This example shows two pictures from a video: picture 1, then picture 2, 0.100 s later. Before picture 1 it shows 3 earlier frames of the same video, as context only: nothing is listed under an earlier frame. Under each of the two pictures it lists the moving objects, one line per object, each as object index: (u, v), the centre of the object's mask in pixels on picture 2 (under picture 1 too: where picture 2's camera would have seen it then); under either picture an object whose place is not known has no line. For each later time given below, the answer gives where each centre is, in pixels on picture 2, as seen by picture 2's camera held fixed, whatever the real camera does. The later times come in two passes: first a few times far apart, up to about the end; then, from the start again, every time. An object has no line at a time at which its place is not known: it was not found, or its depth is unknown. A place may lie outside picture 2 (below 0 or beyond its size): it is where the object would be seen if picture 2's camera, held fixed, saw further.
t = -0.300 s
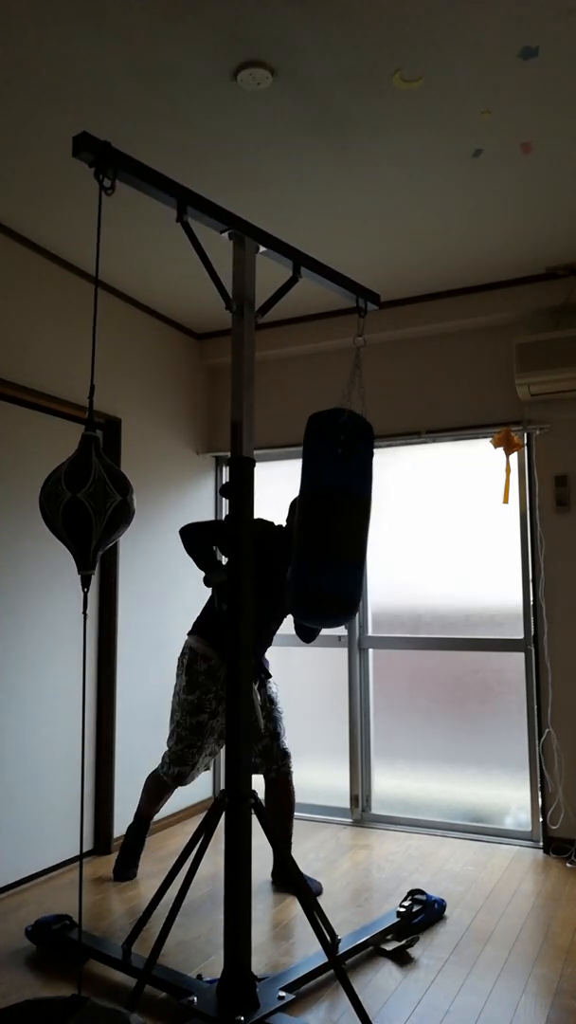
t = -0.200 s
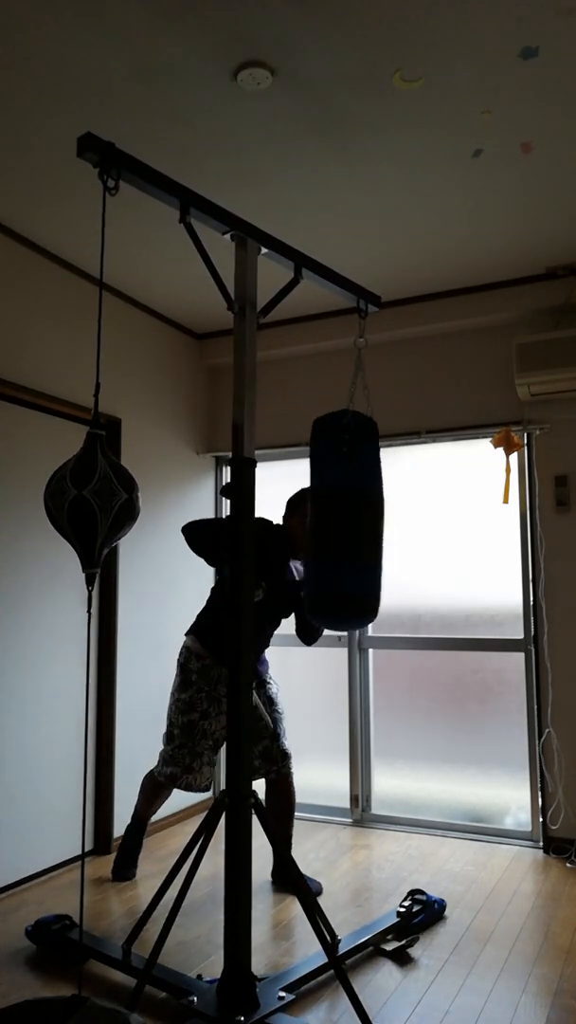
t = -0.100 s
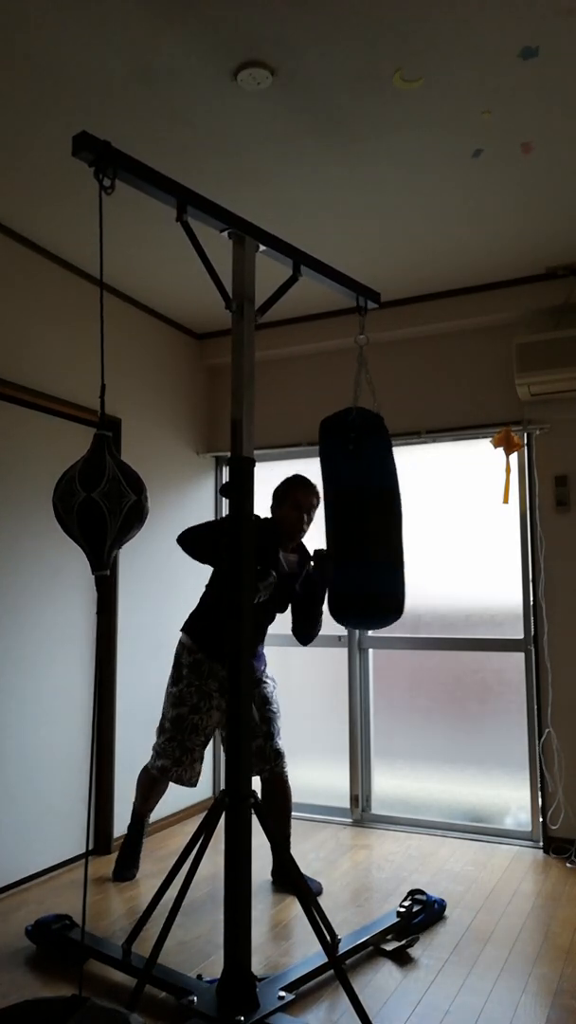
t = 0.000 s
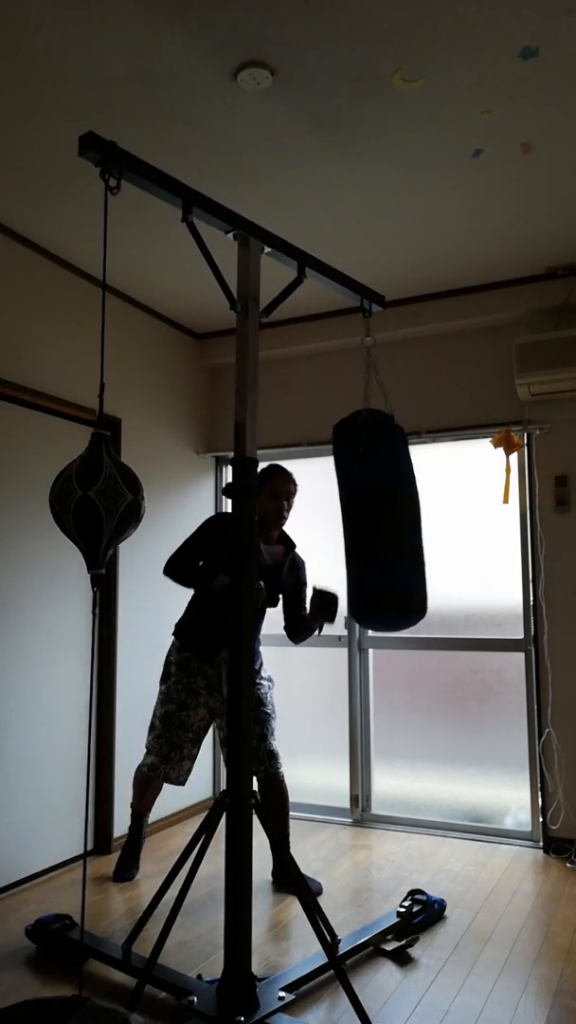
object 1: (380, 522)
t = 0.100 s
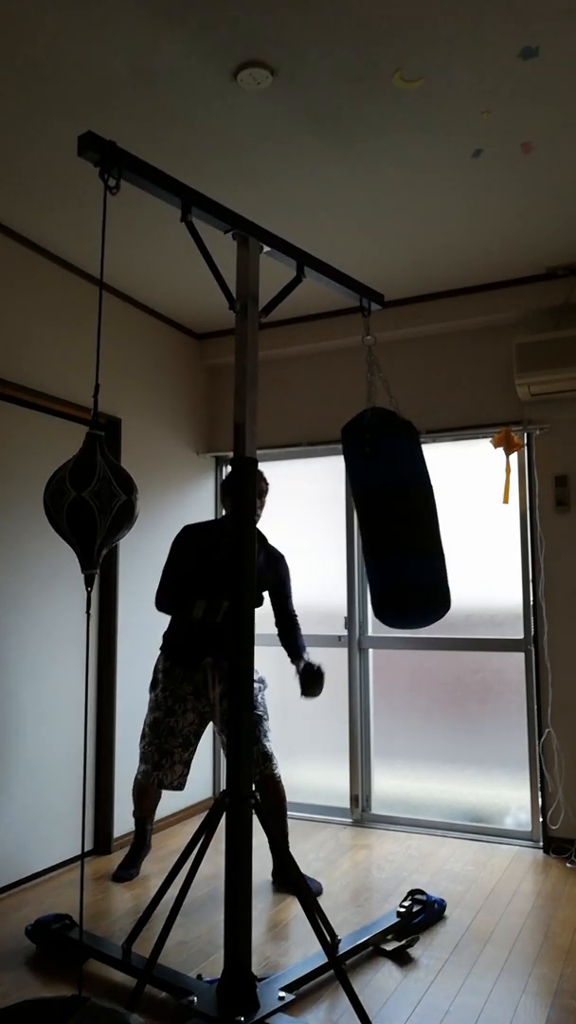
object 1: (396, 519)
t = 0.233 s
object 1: (412, 518)
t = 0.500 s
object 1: (409, 519)
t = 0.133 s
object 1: (401, 518)
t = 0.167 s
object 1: (405, 517)
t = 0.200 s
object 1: (409, 517)
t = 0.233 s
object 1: (412, 518)
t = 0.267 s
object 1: (414, 518)
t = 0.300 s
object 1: (416, 519)
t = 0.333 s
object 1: (416, 519)
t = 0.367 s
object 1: (416, 519)
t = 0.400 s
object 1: (415, 518)
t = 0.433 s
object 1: (413, 518)
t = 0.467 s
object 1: (411, 519)
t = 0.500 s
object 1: (409, 519)
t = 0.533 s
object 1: (405, 521)
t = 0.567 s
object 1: (401, 522)
